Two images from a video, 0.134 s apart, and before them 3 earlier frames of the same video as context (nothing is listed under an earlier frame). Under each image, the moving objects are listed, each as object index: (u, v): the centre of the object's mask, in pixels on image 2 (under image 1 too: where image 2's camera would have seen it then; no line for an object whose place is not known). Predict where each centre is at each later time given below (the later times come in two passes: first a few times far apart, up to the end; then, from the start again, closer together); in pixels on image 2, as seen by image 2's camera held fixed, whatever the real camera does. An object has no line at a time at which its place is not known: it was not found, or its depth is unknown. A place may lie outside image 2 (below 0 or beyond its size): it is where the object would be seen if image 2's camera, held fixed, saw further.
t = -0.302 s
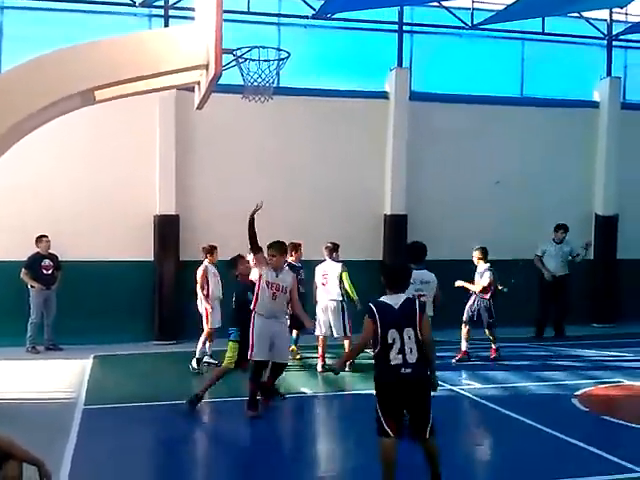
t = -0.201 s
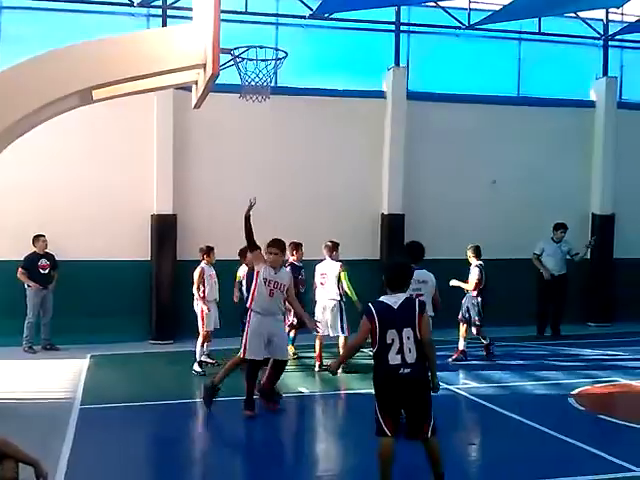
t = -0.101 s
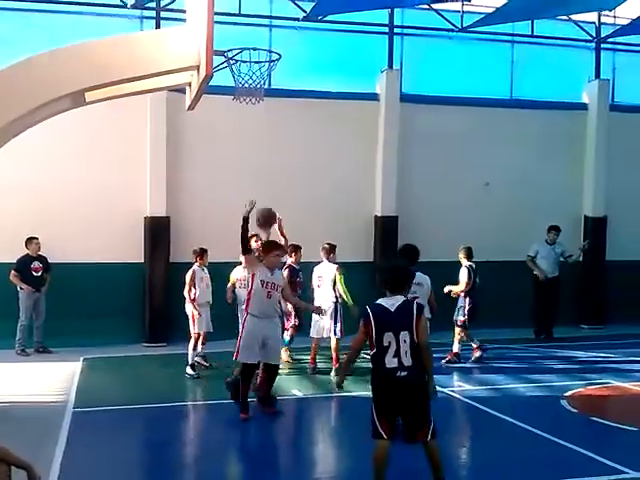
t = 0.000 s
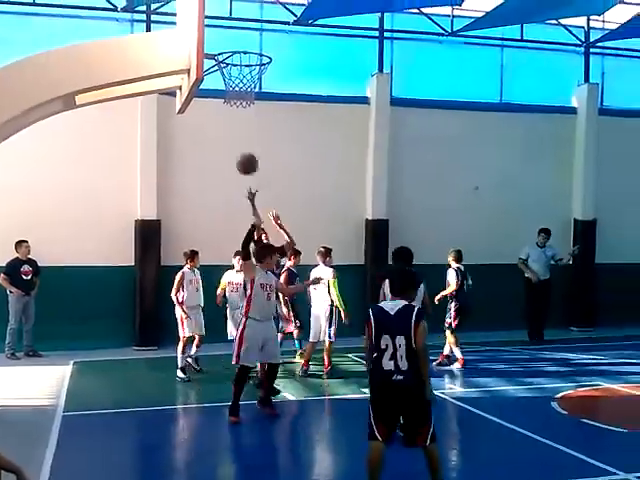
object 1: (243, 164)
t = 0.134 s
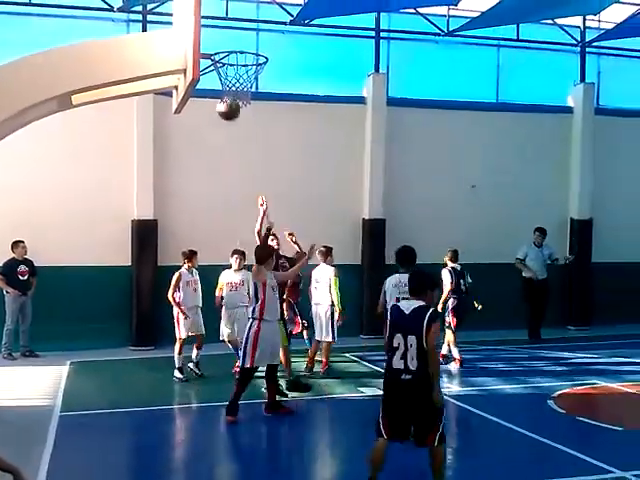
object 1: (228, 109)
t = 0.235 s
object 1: (216, 77)
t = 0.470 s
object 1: (208, 45)
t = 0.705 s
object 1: (224, 46)
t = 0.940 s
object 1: (226, 76)
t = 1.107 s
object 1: (230, 134)
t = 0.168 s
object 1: (223, 99)
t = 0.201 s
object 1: (218, 87)
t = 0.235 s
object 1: (216, 77)
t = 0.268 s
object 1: (212, 69)
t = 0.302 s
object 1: (209, 61)
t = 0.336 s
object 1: (208, 55)
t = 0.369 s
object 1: (205, 50)
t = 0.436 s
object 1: (206, 43)
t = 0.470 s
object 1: (208, 45)
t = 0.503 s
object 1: (211, 47)
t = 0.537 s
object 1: (216, 48)
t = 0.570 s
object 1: (222, 52)
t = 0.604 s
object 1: (223, 51)
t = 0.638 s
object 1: (223, 48)
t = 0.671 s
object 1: (224, 47)
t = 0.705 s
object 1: (224, 46)
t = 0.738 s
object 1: (225, 47)
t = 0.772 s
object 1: (225, 49)
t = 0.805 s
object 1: (226, 52)
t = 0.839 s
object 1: (226, 57)
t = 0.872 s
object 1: (225, 63)
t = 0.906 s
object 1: (227, 69)
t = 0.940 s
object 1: (226, 76)
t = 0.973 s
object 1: (227, 86)
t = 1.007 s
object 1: (228, 97)
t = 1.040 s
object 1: (229, 108)
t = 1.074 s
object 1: (230, 121)
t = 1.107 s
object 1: (230, 134)
